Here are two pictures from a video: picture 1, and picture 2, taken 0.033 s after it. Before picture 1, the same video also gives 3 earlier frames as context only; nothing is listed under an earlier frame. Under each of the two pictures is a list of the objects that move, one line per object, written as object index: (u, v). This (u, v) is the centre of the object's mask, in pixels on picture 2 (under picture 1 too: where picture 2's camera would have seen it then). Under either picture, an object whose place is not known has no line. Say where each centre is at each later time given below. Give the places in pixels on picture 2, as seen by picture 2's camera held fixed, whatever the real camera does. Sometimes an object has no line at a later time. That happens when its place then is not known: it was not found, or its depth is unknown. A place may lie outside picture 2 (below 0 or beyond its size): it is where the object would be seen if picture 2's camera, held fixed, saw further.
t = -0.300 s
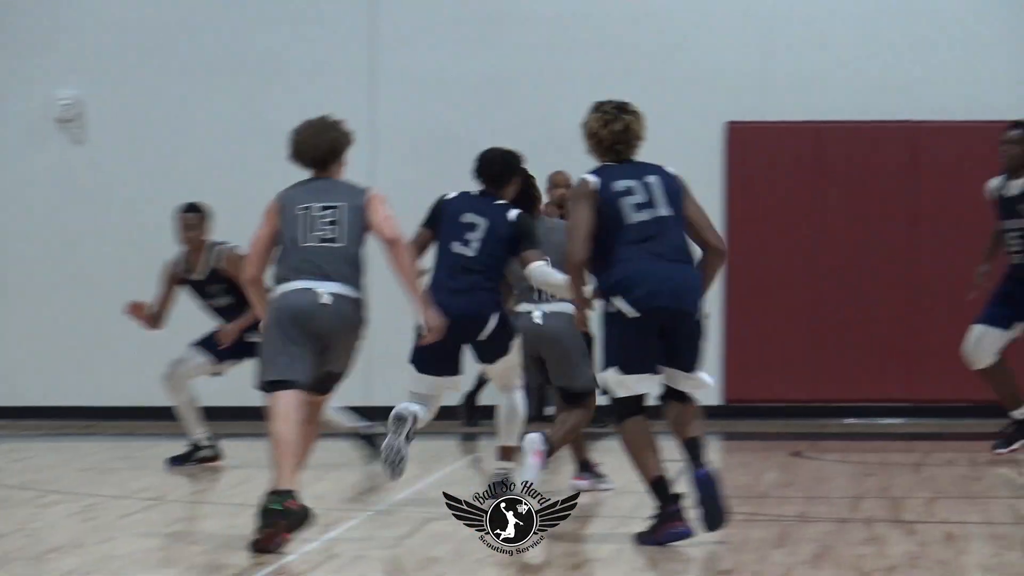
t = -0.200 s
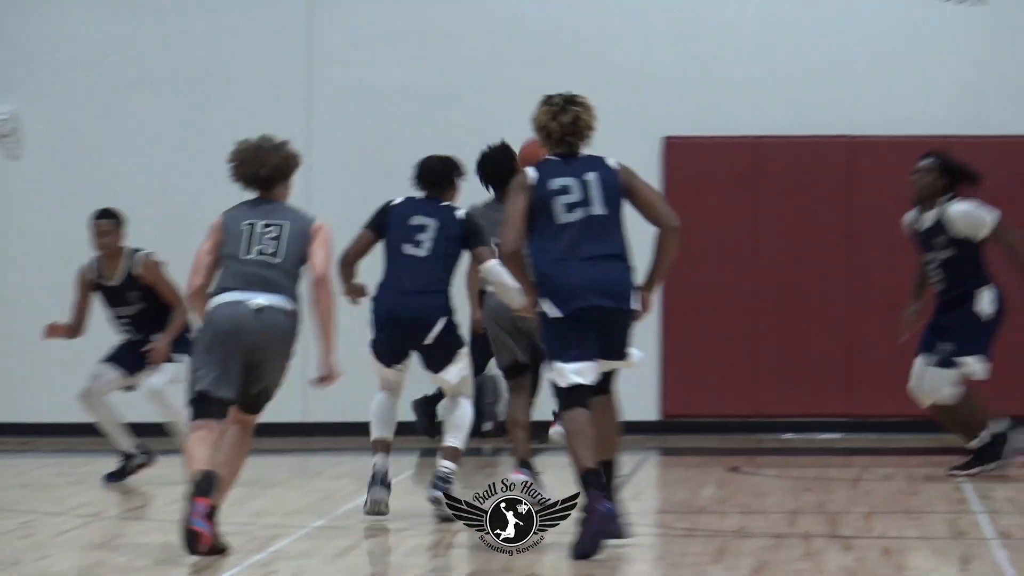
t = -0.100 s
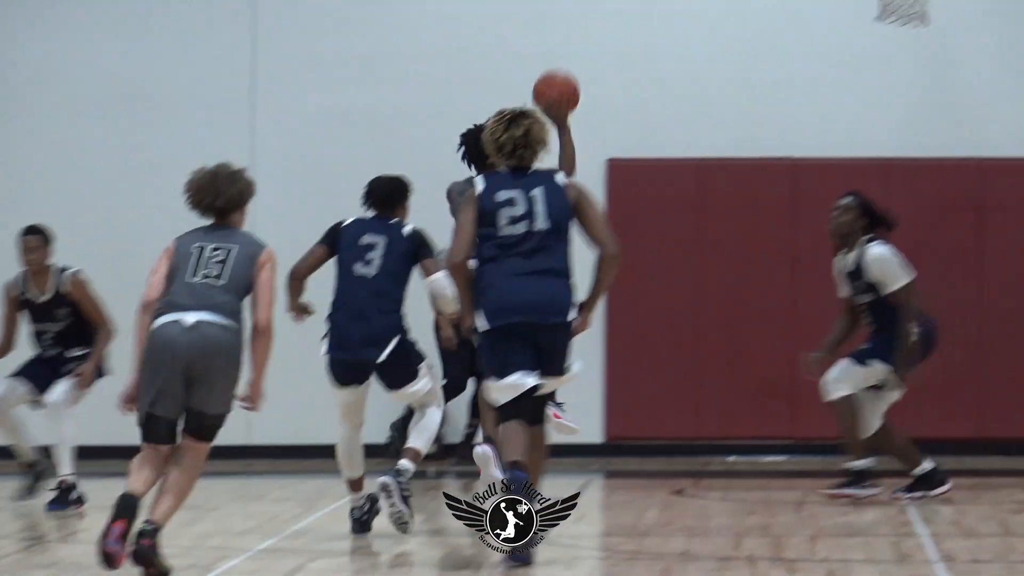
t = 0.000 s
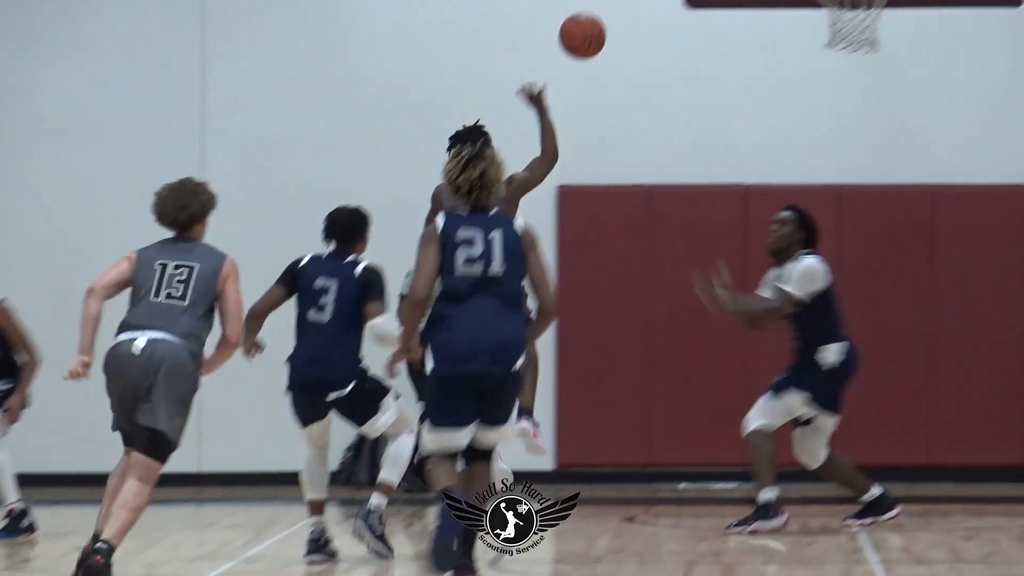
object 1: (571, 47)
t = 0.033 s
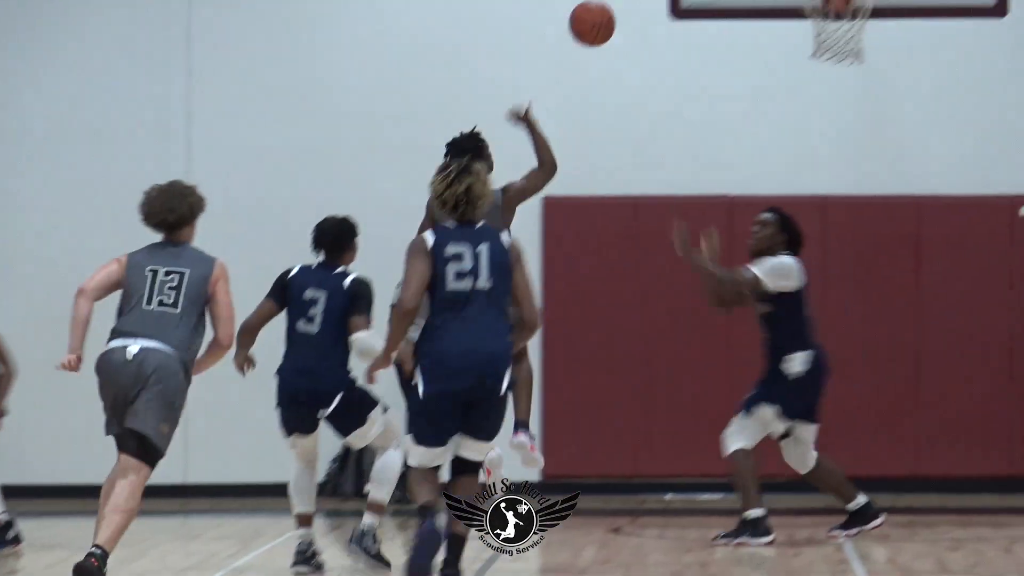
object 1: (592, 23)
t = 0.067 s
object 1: (614, 5)
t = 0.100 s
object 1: (635, -12)
